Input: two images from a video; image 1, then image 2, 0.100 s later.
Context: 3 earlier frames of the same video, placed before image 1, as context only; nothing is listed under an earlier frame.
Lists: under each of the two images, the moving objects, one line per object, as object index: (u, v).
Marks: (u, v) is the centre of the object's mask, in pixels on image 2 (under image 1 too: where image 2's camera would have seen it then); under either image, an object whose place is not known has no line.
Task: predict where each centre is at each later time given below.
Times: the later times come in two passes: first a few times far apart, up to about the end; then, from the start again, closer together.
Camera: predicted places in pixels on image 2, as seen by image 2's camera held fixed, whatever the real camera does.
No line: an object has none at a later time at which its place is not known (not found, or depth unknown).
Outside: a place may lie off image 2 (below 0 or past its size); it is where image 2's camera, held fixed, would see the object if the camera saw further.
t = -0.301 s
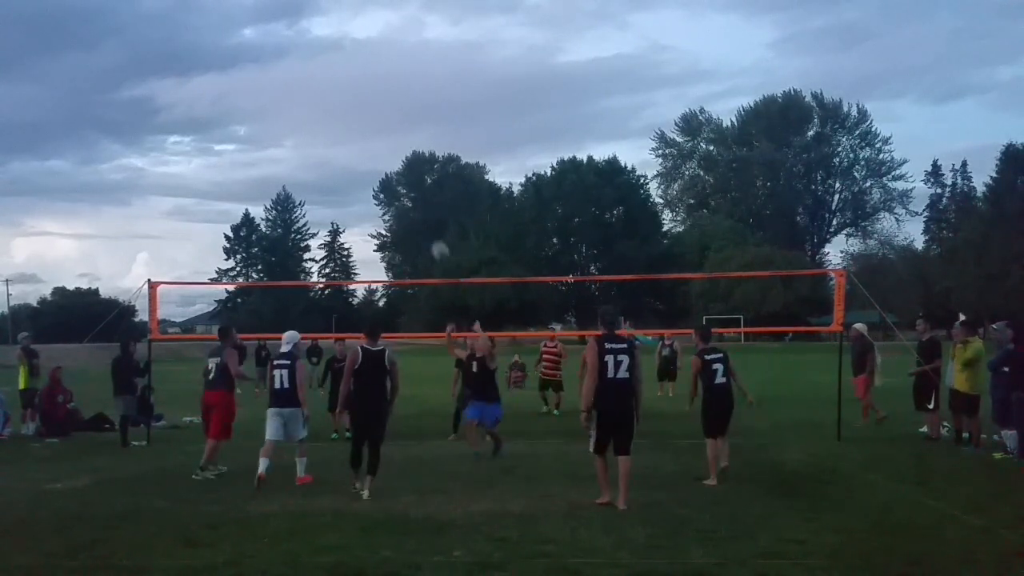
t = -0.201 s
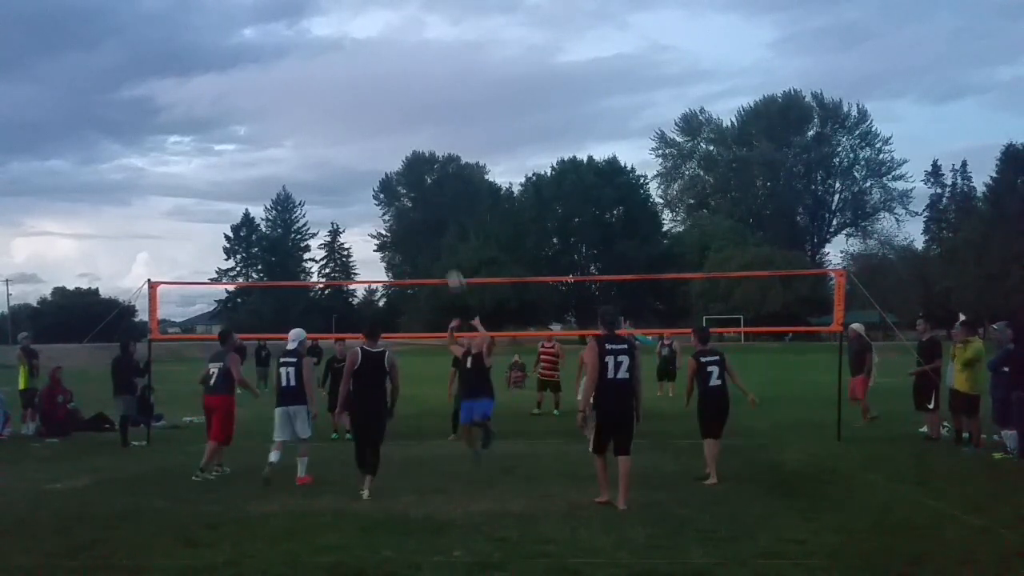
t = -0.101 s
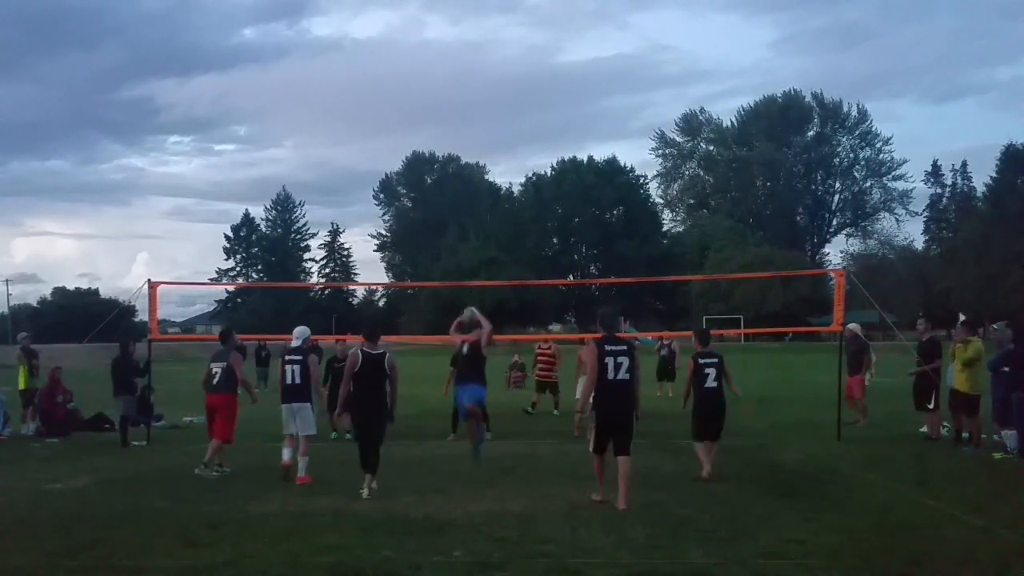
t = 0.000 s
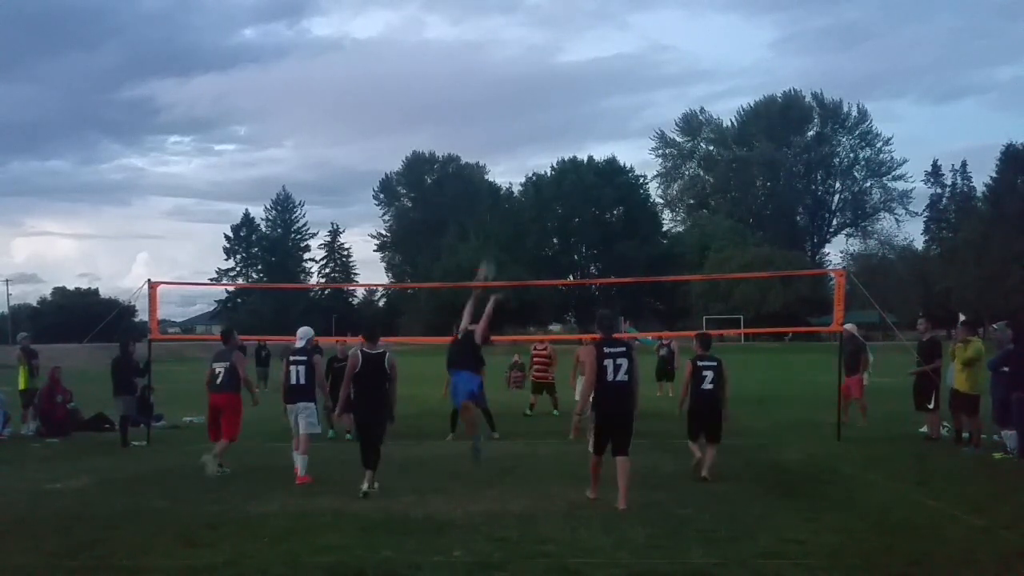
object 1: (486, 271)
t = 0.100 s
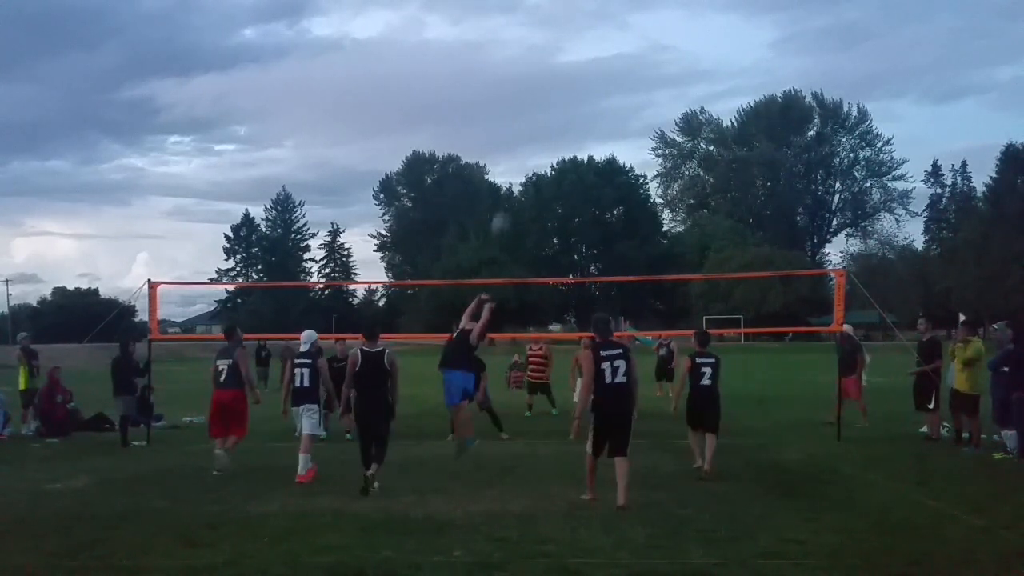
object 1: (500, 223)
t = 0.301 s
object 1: (527, 153)
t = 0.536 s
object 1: (558, 112)
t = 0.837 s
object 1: (595, 118)
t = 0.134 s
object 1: (503, 208)
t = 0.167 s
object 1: (506, 197)
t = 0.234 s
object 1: (519, 172)
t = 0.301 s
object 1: (527, 153)
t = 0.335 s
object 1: (532, 144)
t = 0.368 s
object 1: (536, 137)
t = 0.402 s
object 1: (541, 130)
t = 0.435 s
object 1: (545, 125)
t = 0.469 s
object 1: (549, 120)
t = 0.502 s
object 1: (553, 115)
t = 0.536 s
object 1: (558, 112)
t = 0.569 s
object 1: (562, 110)
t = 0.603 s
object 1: (566, 108)
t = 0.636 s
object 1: (570, 107)
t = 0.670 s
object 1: (575, 107)
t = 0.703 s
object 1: (578, 107)
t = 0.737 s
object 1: (583, 109)
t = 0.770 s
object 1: (587, 111)
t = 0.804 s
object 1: (591, 114)
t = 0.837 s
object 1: (595, 118)
